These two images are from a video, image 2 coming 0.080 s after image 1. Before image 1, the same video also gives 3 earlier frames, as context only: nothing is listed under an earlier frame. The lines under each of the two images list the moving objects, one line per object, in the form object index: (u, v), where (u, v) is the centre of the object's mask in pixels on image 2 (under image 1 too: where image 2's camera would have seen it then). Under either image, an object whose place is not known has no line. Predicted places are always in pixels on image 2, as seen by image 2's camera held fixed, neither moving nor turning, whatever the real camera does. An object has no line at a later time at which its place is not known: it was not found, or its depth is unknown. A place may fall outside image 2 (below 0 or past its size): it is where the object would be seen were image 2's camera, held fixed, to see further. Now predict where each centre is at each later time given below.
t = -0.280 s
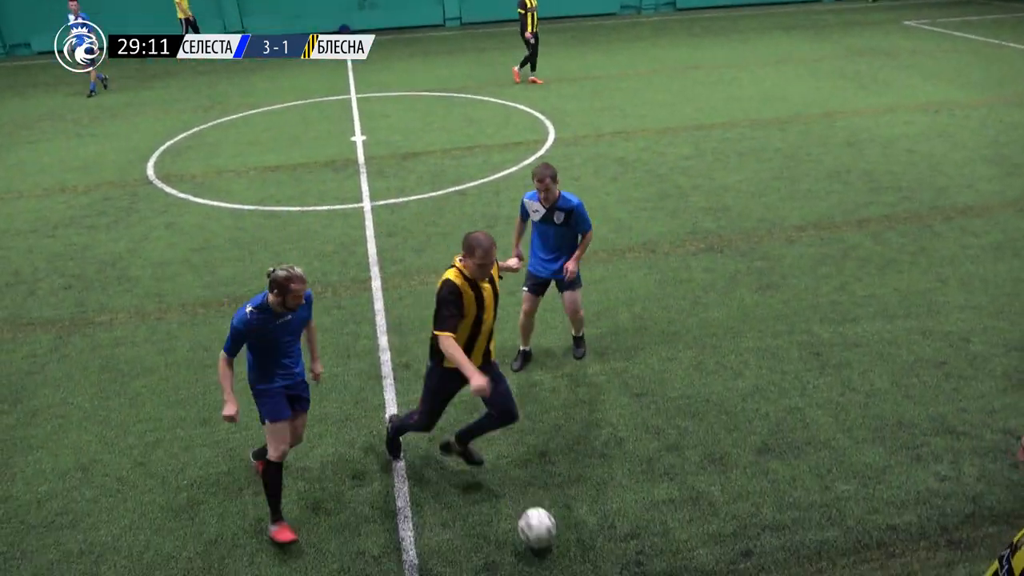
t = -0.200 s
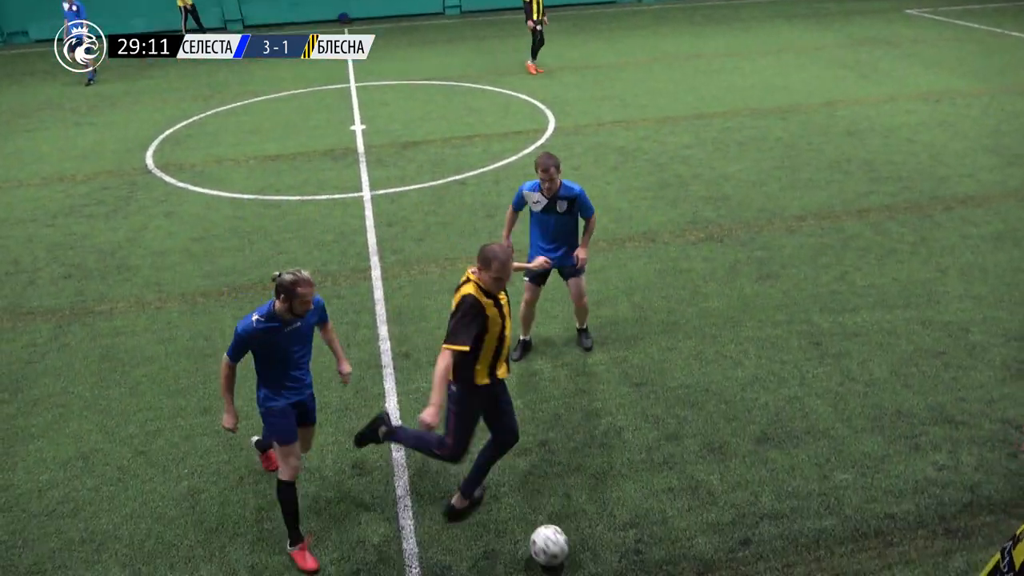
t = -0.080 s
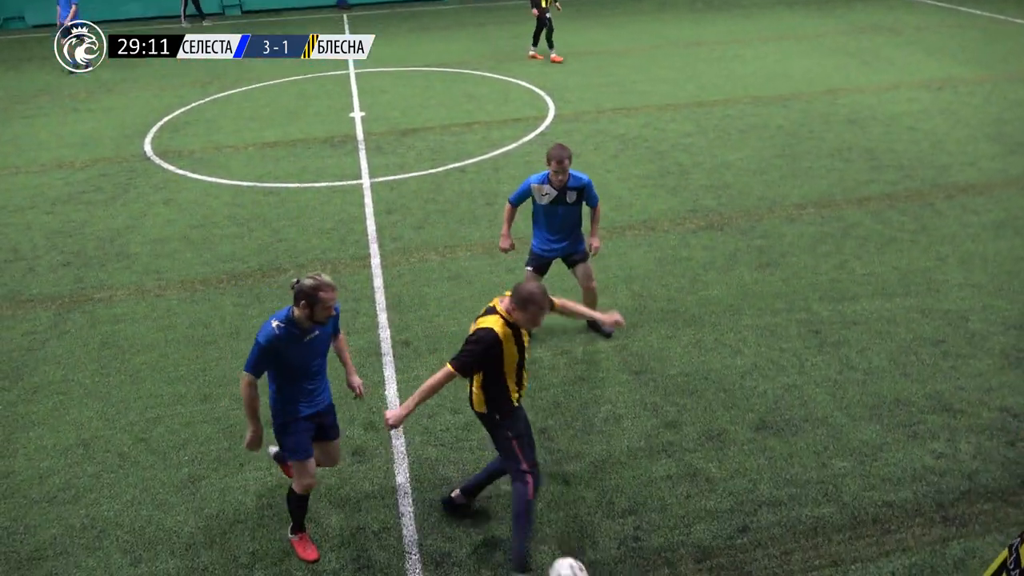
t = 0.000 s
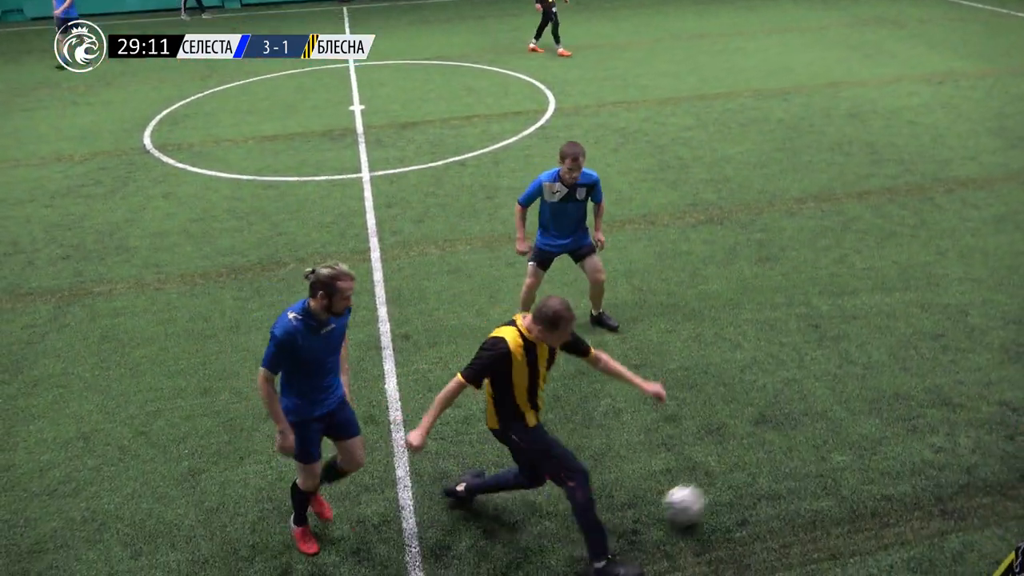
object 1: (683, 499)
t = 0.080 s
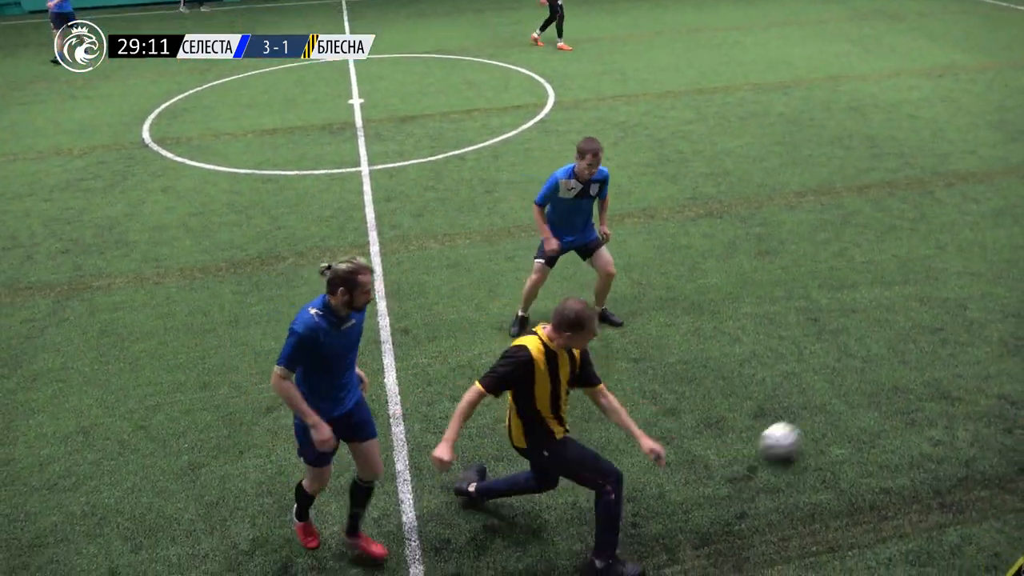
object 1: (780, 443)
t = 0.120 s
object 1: (821, 418)
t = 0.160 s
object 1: (858, 396)
